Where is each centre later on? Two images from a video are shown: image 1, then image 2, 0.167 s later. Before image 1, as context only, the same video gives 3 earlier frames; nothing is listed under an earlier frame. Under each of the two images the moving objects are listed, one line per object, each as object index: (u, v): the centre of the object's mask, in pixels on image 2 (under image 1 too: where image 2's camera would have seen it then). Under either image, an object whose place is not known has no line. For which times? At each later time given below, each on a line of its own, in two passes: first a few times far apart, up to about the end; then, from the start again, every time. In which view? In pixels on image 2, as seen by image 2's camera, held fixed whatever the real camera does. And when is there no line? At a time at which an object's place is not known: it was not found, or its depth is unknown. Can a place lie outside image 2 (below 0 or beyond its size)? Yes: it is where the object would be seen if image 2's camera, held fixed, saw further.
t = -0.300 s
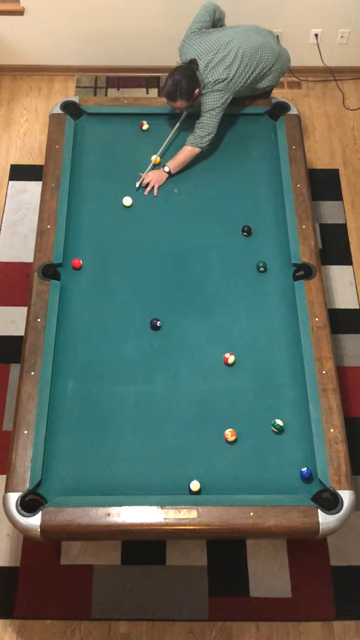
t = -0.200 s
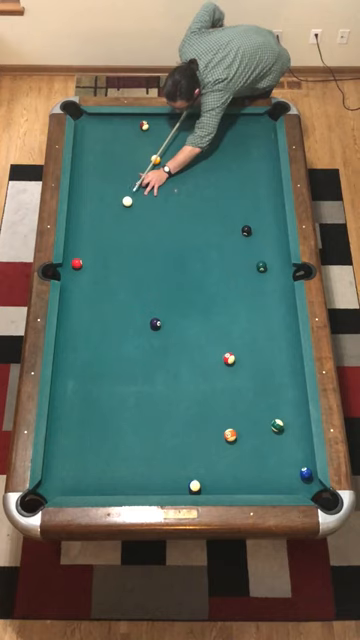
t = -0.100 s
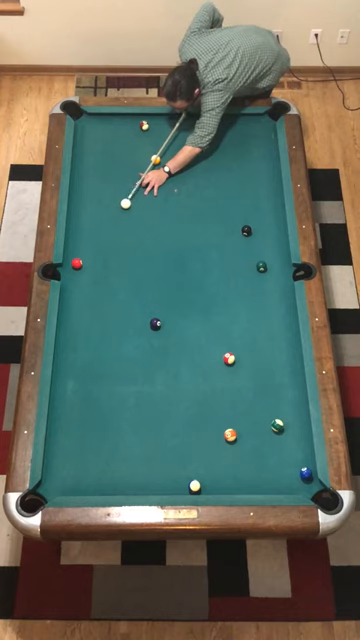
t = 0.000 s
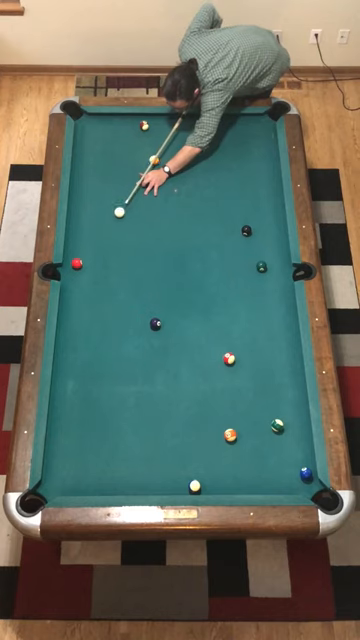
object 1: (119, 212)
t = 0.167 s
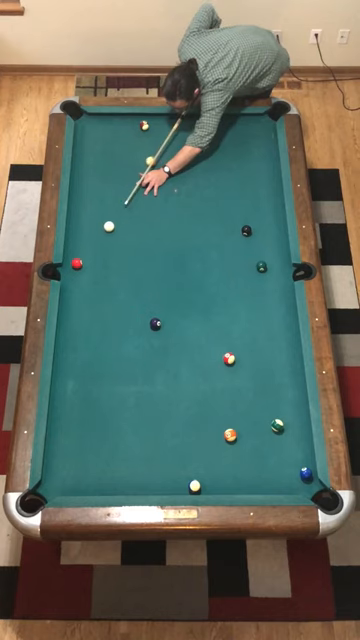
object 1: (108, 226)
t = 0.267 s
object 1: (102, 235)
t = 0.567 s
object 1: (86, 259)
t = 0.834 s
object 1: (87, 271)
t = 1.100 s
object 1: (89, 283)
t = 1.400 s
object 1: (91, 295)
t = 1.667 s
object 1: (93, 305)
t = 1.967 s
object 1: (95, 315)
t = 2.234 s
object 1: (96, 323)
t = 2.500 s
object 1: (97, 330)
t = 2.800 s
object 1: (99, 338)
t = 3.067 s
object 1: (100, 343)
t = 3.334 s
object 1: (101, 347)
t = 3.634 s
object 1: (102, 350)
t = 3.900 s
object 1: (103, 352)
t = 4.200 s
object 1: (104, 353)
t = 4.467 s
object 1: (104, 353)
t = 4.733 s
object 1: (104, 353)
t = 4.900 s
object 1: (104, 353)
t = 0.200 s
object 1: (106, 229)
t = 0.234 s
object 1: (104, 232)
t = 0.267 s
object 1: (102, 235)
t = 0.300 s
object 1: (100, 238)
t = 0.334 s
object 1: (98, 241)
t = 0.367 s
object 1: (96, 244)
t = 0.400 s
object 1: (94, 246)
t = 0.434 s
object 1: (92, 249)
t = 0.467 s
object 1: (90, 252)
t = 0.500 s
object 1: (88, 255)
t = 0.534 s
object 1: (86, 258)
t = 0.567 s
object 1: (86, 259)
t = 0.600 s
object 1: (86, 261)
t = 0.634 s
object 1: (86, 262)
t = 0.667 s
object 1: (86, 264)
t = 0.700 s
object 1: (87, 265)
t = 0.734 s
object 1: (87, 267)
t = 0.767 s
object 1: (87, 268)
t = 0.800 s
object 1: (87, 270)
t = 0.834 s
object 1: (87, 271)
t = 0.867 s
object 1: (88, 273)
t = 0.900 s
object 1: (88, 274)
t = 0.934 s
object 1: (88, 276)
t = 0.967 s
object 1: (89, 277)
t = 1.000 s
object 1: (89, 279)
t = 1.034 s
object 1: (89, 280)
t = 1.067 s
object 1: (89, 281)
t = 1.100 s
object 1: (89, 283)
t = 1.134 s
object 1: (90, 284)
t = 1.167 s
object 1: (90, 286)
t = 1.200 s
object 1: (90, 287)
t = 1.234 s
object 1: (90, 288)
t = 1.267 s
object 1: (91, 290)
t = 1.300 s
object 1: (90, 291)
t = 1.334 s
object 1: (91, 292)
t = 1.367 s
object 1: (91, 294)
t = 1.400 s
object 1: (91, 295)
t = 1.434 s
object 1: (91, 296)
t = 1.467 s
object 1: (92, 297)
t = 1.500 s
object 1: (92, 299)
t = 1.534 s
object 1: (92, 300)
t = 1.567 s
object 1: (92, 301)
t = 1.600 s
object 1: (93, 302)
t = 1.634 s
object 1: (93, 304)
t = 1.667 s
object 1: (93, 305)
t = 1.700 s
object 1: (93, 306)
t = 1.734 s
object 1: (93, 307)
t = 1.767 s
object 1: (93, 308)
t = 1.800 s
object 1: (94, 310)
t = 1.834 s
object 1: (94, 311)
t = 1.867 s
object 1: (94, 312)
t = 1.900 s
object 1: (94, 313)
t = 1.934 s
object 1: (94, 314)
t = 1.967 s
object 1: (95, 315)
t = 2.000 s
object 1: (95, 316)
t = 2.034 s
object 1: (95, 317)
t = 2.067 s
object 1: (95, 318)
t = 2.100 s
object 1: (95, 320)
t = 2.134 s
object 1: (95, 321)
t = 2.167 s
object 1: (96, 322)
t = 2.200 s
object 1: (96, 323)
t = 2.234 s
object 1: (96, 323)
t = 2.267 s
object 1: (96, 324)
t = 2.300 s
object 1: (96, 325)
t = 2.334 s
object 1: (97, 326)
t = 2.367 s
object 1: (97, 327)
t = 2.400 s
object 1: (97, 328)
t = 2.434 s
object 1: (97, 329)
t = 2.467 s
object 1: (97, 330)
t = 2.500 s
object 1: (97, 330)
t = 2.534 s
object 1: (97, 331)
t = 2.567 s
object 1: (98, 332)
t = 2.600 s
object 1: (98, 333)
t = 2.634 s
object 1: (98, 334)
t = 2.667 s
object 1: (98, 335)
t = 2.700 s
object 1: (99, 335)
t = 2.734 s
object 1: (99, 336)
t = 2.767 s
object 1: (99, 337)
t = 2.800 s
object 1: (99, 338)
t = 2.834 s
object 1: (99, 338)
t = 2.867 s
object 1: (99, 339)
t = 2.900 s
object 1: (99, 340)
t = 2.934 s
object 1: (100, 340)
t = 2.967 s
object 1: (100, 341)
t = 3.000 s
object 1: (100, 342)
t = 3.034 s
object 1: (100, 342)
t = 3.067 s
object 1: (100, 343)
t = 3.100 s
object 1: (100, 344)
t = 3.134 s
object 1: (100, 344)
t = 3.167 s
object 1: (101, 344)
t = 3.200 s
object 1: (101, 345)
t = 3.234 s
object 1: (101, 345)
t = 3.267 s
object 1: (101, 346)
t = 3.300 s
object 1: (101, 346)
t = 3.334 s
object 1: (101, 347)
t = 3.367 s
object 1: (101, 347)
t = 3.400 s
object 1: (102, 347)
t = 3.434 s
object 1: (102, 348)
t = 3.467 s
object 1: (102, 348)
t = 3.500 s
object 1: (102, 349)
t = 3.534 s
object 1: (102, 349)
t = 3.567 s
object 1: (102, 350)
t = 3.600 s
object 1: (102, 350)
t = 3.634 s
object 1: (102, 350)
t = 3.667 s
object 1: (103, 350)
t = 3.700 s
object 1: (103, 351)
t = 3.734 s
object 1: (103, 351)
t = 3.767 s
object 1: (103, 351)
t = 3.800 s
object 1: (103, 352)
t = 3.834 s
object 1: (103, 352)
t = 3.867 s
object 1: (103, 352)
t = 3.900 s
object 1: (103, 352)
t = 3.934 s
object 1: (103, 352)
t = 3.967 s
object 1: (103, 352)
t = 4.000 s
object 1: (103, 353)
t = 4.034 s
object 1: (103, 353)
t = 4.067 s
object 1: (103, 353)
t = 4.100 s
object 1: (103, 353)
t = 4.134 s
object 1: (104, 353)
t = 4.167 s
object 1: (104, 353)
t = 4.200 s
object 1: (104, 353)
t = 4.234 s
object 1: (104, 353)
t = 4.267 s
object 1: (104, 353)
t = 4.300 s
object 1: (104, 353)
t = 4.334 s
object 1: (104, 353)
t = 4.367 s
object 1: (104, 353)
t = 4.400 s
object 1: (104, 353)
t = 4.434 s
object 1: (104, 353)
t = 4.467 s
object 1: (104, 353)
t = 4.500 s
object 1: (104, 353)
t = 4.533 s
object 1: (104, 353)
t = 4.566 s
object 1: (104, 353)
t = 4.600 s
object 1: (104, 353)
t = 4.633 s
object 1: (104, 353)
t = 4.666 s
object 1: (104, 353)
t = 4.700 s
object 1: (104, 353)
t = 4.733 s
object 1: (104, 353)
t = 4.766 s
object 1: (104, 353)
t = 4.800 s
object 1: (104, 353)
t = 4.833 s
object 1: (104, 353)
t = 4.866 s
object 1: (104, 353)
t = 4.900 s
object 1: (104, 353)
